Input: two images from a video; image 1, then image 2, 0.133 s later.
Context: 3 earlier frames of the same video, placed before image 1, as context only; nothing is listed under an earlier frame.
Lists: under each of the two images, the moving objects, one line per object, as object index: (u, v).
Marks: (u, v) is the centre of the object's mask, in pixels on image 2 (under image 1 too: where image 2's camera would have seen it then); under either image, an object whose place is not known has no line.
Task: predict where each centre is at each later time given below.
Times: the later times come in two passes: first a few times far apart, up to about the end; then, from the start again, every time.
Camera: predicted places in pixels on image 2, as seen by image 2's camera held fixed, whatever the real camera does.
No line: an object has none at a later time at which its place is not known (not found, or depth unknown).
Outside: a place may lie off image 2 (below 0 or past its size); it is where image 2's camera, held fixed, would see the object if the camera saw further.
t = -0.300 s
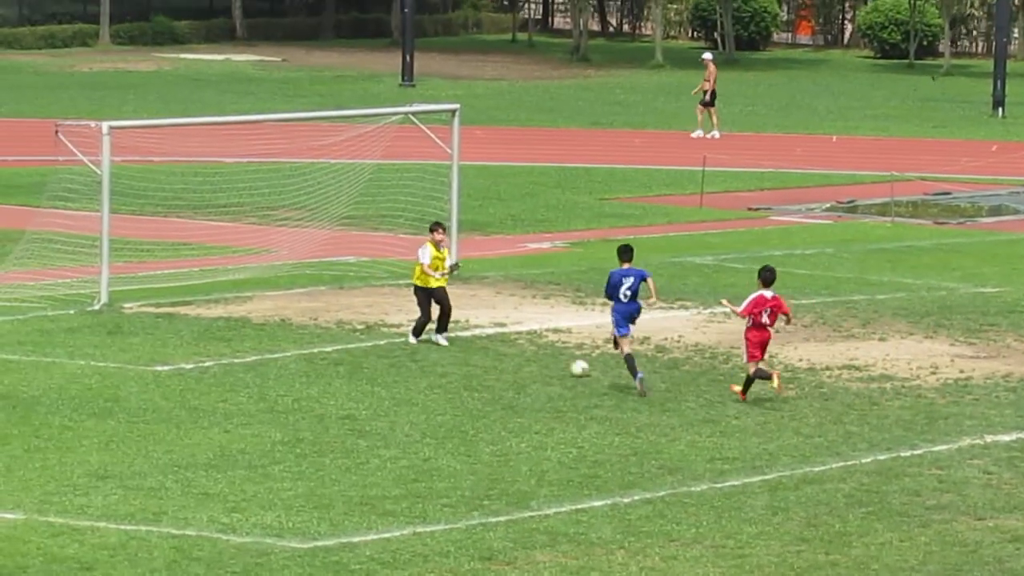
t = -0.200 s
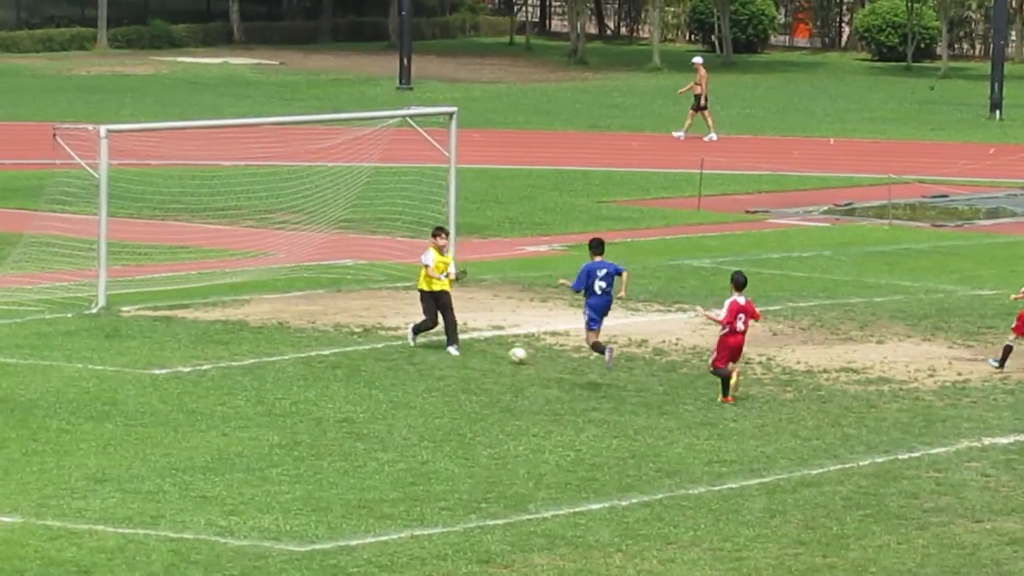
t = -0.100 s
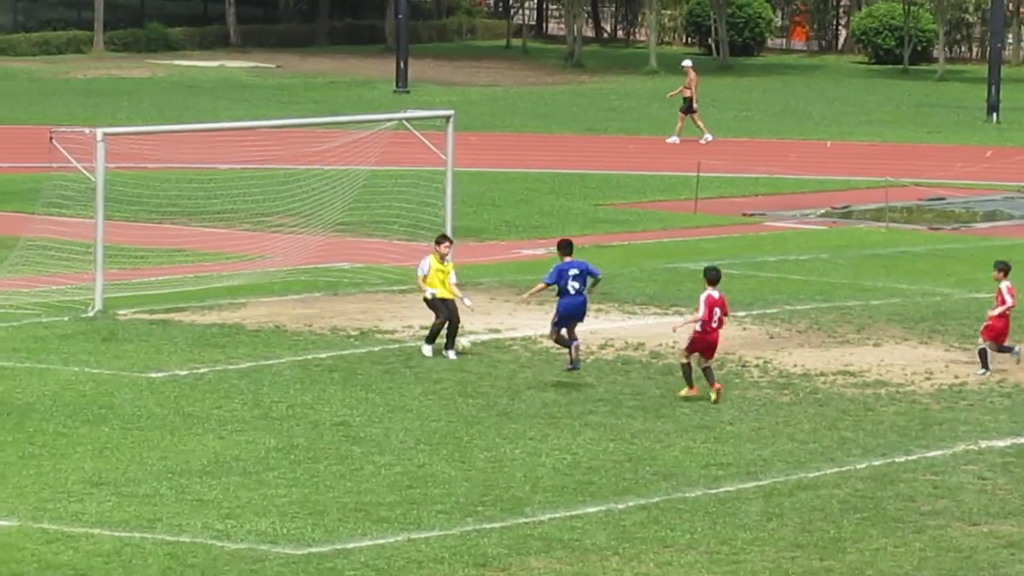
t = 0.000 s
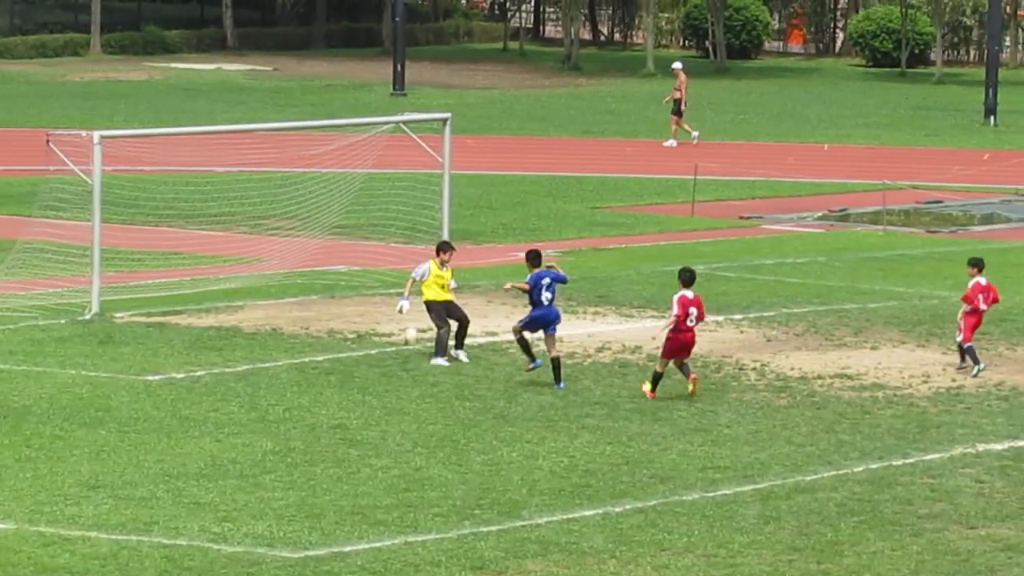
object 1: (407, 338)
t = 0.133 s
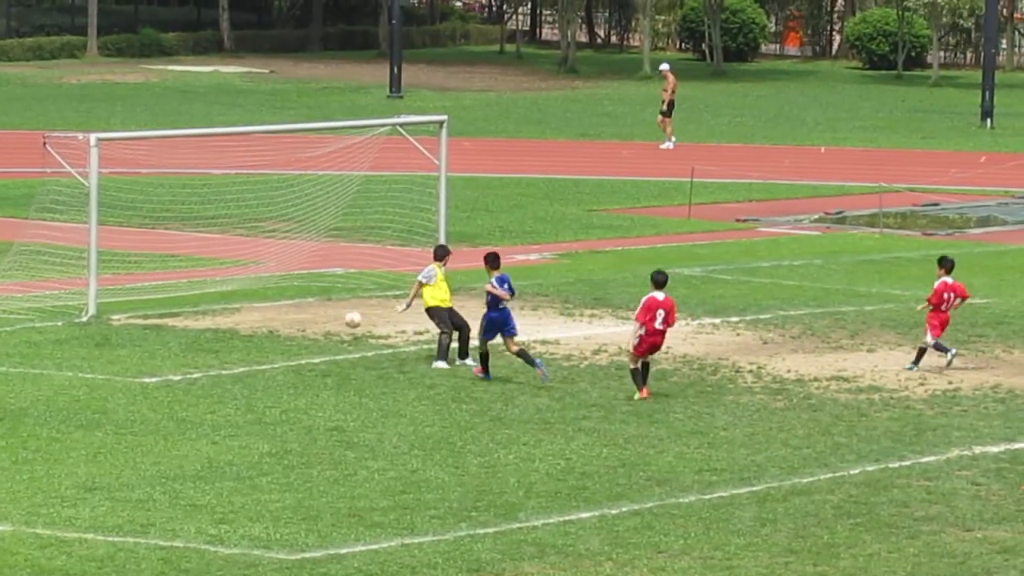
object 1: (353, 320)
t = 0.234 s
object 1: (315, 317)
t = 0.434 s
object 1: (244, 297)
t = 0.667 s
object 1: (168, 292)
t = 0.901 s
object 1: (134, 280)
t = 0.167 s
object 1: (340, 317)
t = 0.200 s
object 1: (327, 317)
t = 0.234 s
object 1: (315, 317)
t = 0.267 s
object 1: (302, 319)
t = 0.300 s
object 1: (290, 315)
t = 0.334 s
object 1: (278, 309)
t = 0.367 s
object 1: (267, 304)
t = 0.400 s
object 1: (255, 300)
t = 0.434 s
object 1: (244, 297)
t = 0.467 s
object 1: (232, 295)
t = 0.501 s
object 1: (222, 295)
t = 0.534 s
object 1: (211, 295)
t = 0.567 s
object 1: (201, 296)
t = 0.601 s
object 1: (190, 297)
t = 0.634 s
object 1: (179, 295)
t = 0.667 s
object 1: (168, 292)
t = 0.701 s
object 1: (157, 290)
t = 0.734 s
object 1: (147, 290)
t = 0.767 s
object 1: (140, 289)
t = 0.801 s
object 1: (135, 288)
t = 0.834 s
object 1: (132, 285)
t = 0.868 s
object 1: (131, 282)
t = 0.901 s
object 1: (134, 280)
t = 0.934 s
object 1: (138, 277)
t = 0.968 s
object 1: (143, 275)
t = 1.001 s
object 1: (147, 274)
